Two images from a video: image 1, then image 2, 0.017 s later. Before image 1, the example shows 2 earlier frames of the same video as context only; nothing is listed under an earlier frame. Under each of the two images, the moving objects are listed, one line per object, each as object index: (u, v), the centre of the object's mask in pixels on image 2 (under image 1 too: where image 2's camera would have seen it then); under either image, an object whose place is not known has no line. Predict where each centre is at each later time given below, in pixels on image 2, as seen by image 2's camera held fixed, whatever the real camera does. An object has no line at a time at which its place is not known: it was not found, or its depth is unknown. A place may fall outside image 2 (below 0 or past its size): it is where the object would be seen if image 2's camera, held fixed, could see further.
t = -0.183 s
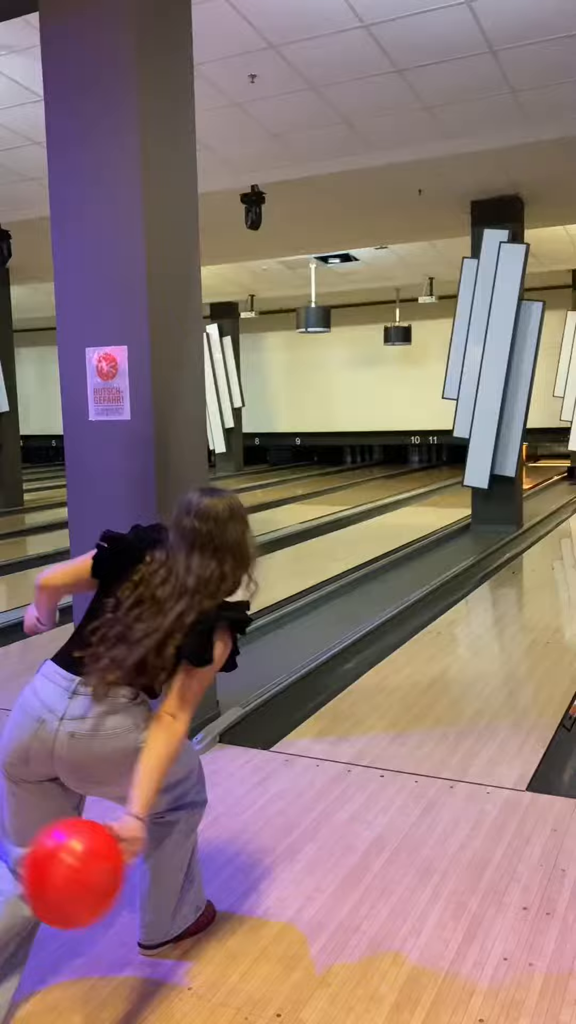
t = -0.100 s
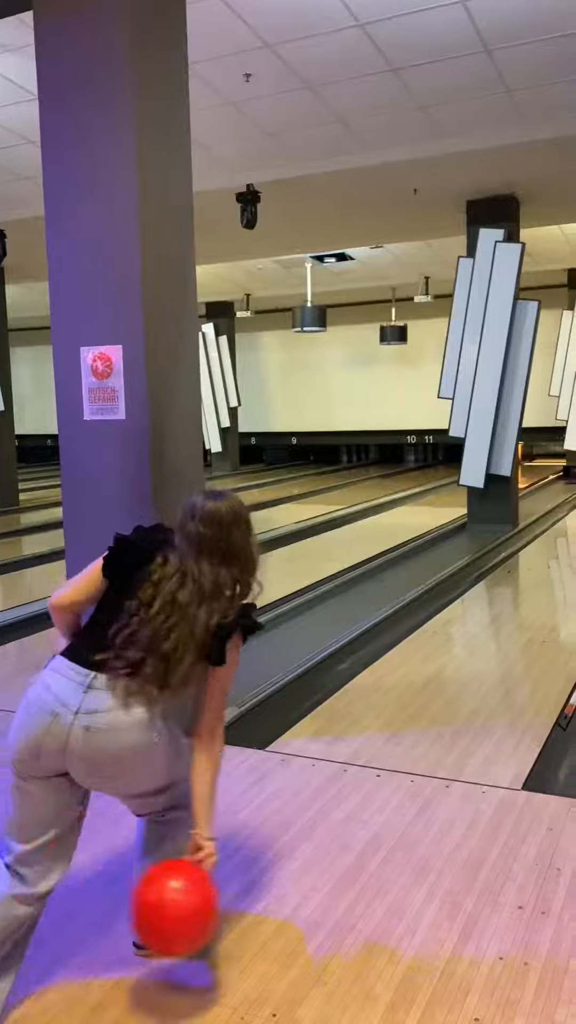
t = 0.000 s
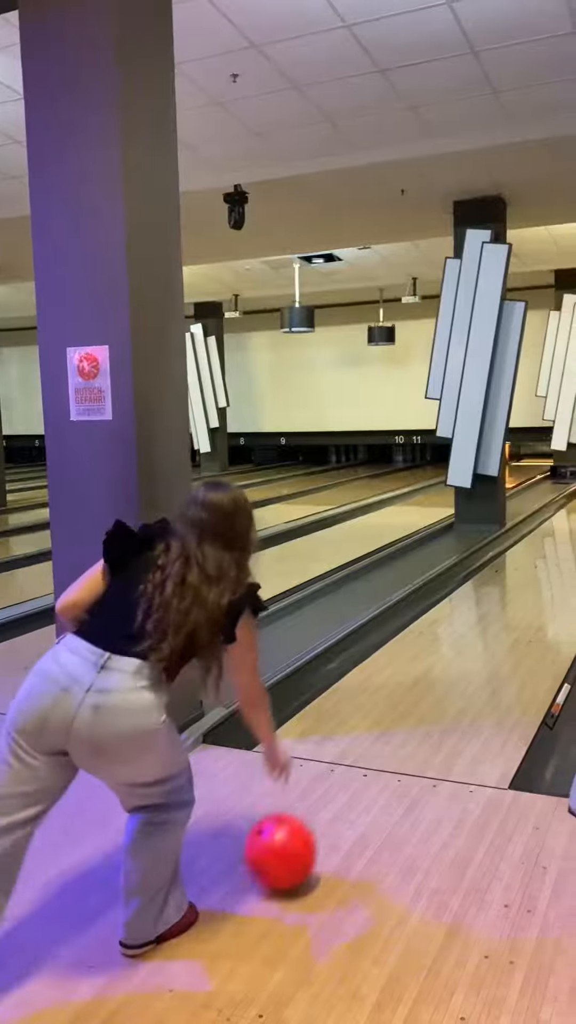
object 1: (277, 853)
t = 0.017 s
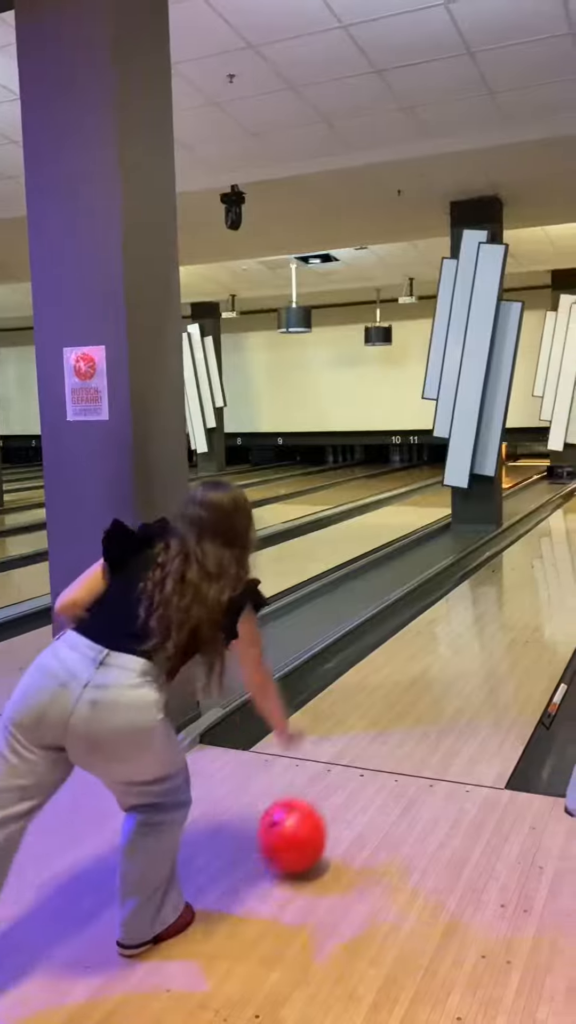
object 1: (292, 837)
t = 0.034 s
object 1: (306, 822)
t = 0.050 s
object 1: (320, 809)
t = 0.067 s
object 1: (332, 796)
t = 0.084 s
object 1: (345, 786)
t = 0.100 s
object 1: (356, 777)
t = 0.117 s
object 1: (367, 768)
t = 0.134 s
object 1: (377, 759)
